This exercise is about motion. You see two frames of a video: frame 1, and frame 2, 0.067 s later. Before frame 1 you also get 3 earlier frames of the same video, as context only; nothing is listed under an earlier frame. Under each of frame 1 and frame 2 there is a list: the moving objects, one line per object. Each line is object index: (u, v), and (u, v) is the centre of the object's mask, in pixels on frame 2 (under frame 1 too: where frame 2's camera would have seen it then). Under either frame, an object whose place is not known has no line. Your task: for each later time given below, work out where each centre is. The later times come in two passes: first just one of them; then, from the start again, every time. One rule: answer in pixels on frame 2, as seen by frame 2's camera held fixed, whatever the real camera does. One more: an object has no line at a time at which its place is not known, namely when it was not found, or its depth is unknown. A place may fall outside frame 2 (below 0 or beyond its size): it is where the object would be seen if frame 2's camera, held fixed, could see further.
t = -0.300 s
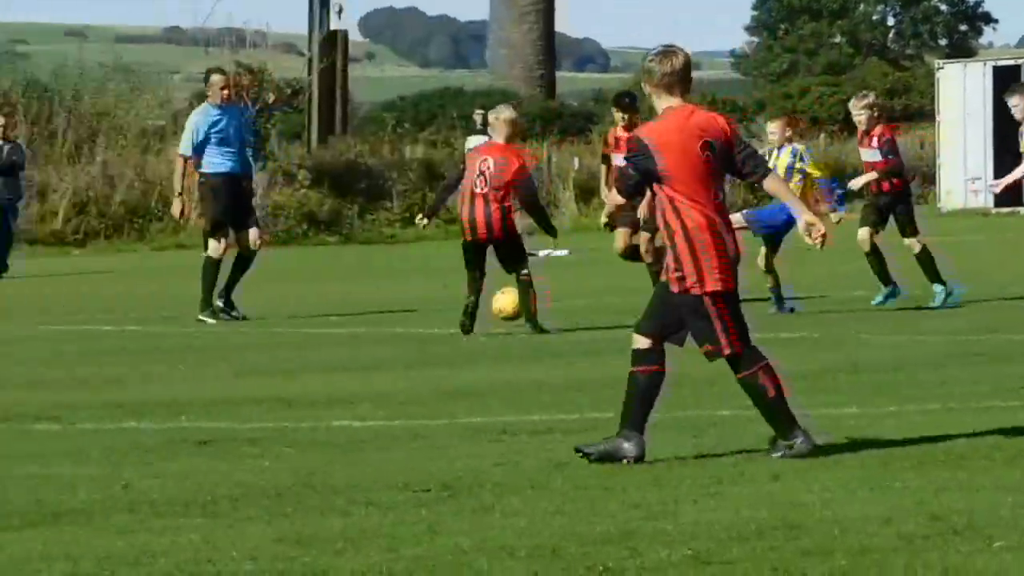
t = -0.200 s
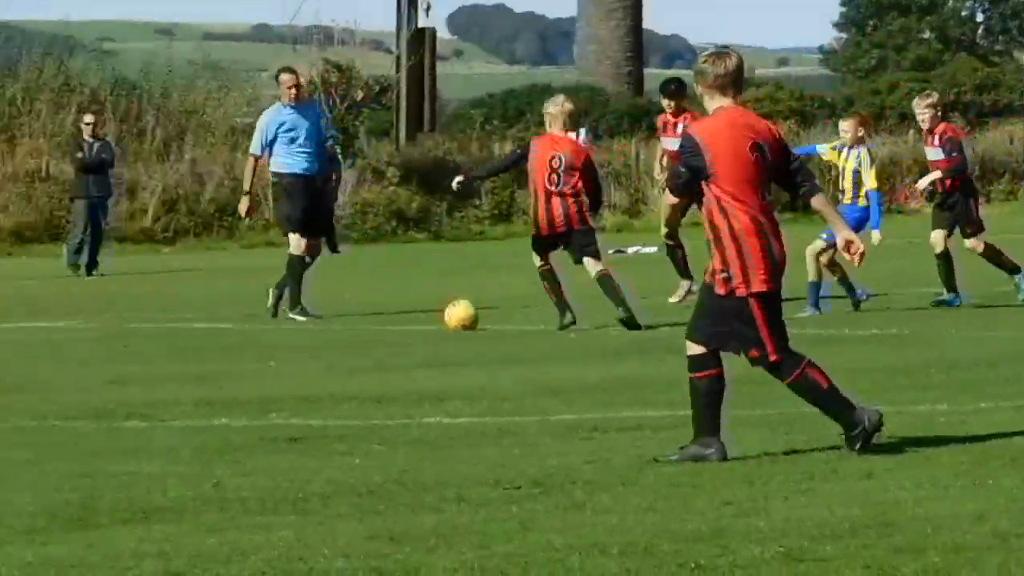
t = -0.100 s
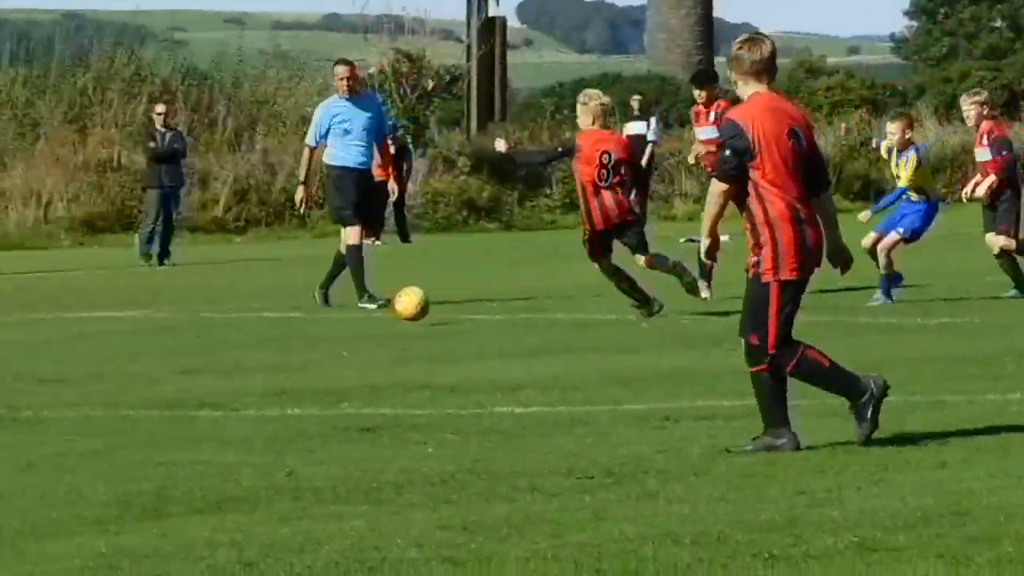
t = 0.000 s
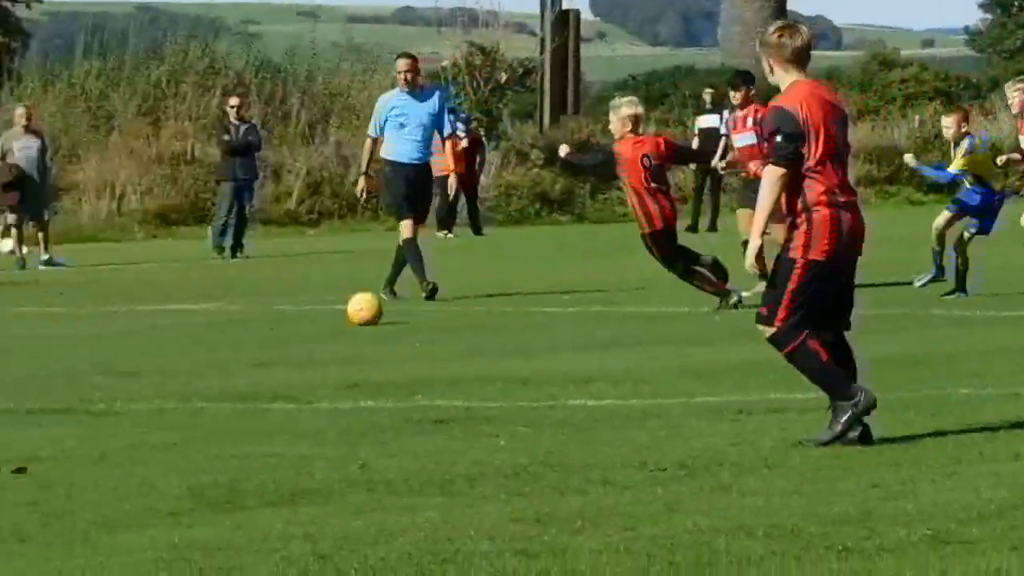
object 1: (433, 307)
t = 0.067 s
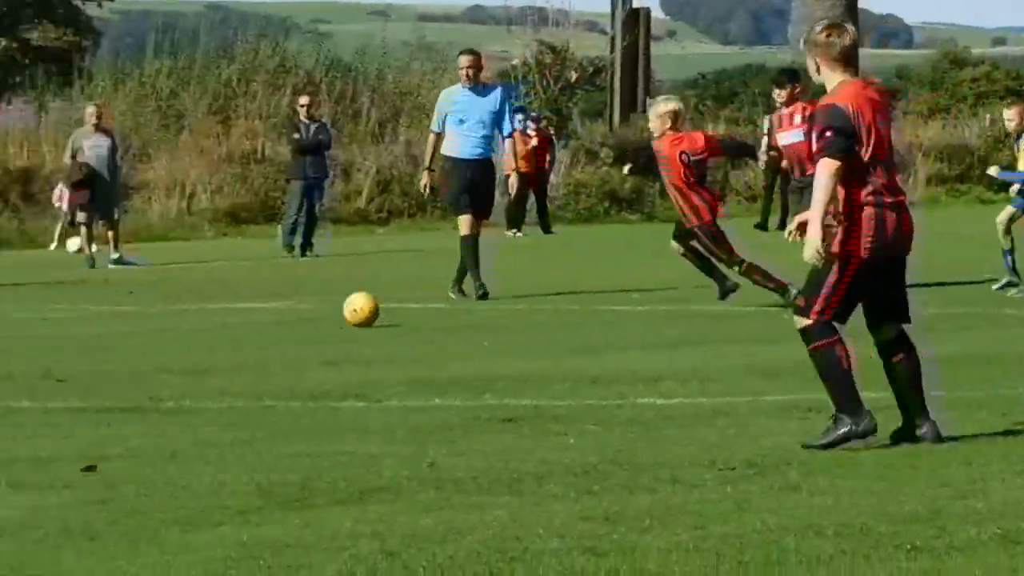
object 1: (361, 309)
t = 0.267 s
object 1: (157, 317)
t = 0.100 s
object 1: (326, 310)
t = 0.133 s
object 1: (291, 313)
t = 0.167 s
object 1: (256, 317)
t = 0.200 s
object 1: (222, 318)
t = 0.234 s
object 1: (190, 317)
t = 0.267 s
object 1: (157, 317)
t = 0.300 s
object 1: (124, 317)
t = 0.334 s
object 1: (91, 322)
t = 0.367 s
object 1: (58, 327)
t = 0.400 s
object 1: (25, 328)
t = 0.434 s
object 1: (-9, 328)
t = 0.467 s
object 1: (-44, 329)
